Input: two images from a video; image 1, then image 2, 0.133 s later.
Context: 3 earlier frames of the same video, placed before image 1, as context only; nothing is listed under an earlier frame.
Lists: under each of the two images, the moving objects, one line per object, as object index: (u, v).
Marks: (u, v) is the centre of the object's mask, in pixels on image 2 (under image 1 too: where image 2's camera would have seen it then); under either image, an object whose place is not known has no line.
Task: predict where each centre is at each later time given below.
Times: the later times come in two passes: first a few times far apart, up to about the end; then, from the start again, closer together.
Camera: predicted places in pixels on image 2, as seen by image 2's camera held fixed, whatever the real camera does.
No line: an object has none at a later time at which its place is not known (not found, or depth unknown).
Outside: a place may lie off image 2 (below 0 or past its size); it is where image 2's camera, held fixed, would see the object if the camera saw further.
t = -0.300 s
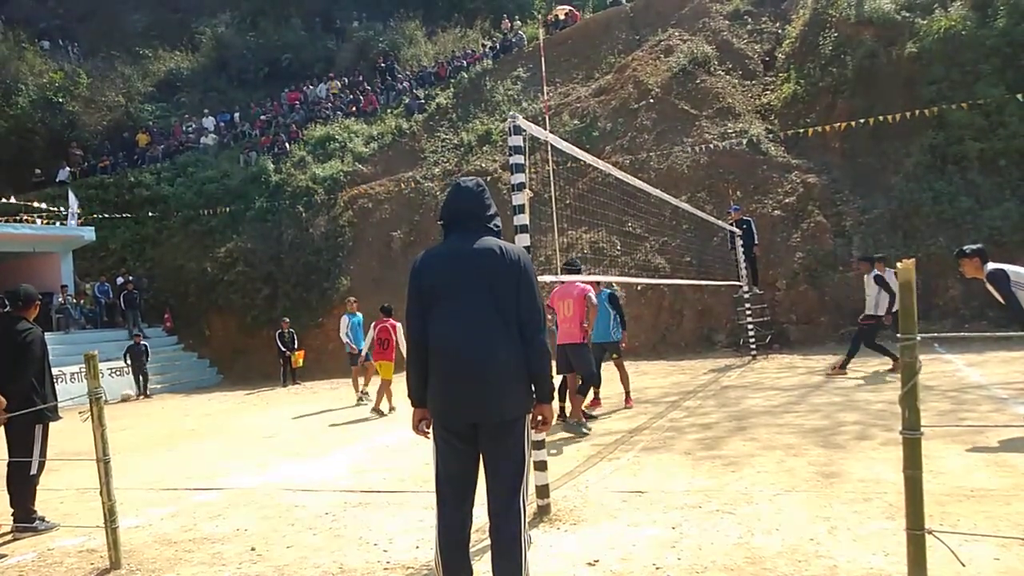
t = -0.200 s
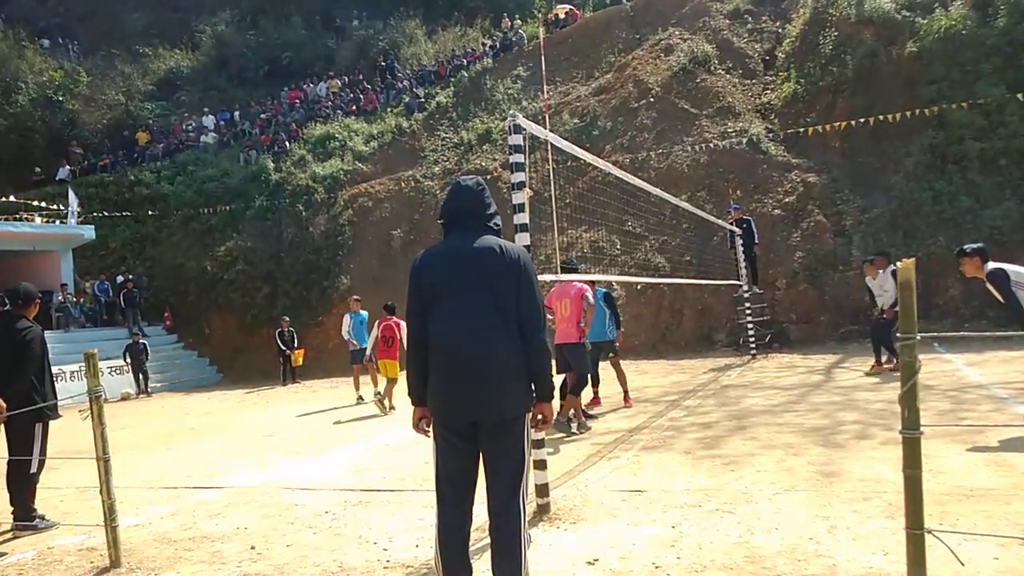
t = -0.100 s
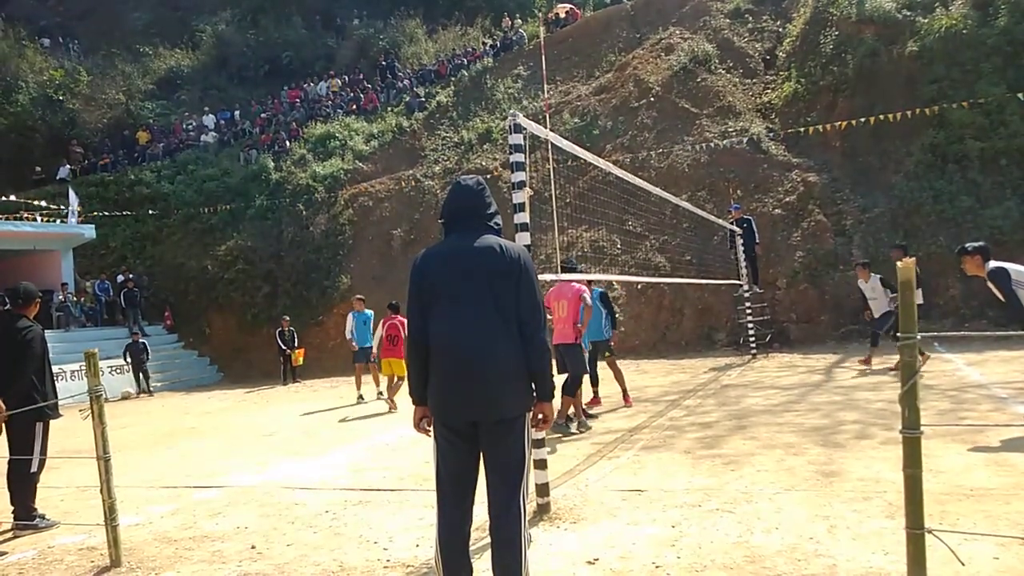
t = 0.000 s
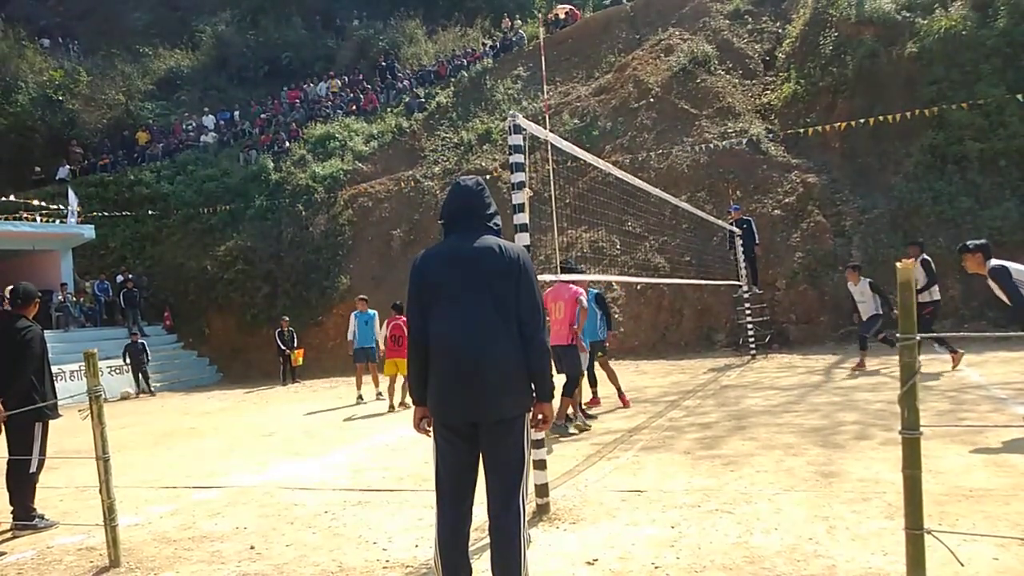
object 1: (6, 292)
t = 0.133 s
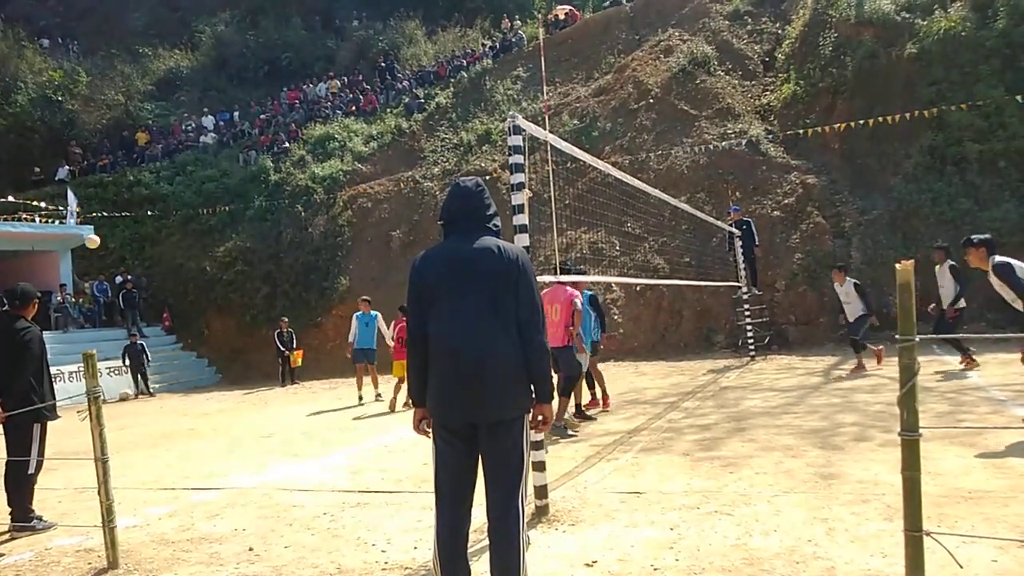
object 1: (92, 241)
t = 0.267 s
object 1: (182, 195)
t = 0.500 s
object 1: (368, 130)
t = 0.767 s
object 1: (631, 92)
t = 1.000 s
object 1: (932, 106)
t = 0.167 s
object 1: (114, 229)
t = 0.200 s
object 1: (136, 218)
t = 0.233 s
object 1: (158, 206)
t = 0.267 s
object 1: (182, 195)
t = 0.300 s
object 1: (206, 185)
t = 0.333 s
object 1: (230, 174)
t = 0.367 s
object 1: (256, 164)
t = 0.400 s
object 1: (282, 154)
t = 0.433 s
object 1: (310, 146)
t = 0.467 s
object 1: (338, 138)
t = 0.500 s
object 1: (368, 130)
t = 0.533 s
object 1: (397, 124)
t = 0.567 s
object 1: (427, 117)
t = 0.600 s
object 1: (458, 111)
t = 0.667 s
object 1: (524, 101)
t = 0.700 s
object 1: (559, 97)
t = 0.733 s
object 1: (595, 94)
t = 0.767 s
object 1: (631, 92)
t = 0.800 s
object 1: (670, 91)
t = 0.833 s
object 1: (709, 90)
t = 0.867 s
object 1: (751, 92)
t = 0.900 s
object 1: (793, 94)
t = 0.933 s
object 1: (837, 96)
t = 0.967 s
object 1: (884, 100)
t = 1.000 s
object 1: (932, 106)
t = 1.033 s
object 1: (984, 111)
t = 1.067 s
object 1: (1038, 118)
